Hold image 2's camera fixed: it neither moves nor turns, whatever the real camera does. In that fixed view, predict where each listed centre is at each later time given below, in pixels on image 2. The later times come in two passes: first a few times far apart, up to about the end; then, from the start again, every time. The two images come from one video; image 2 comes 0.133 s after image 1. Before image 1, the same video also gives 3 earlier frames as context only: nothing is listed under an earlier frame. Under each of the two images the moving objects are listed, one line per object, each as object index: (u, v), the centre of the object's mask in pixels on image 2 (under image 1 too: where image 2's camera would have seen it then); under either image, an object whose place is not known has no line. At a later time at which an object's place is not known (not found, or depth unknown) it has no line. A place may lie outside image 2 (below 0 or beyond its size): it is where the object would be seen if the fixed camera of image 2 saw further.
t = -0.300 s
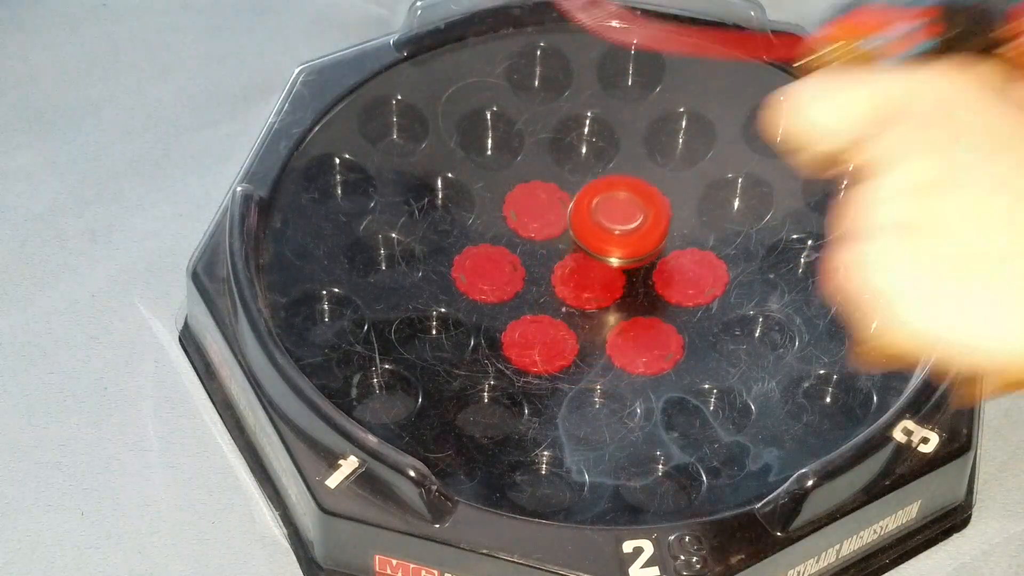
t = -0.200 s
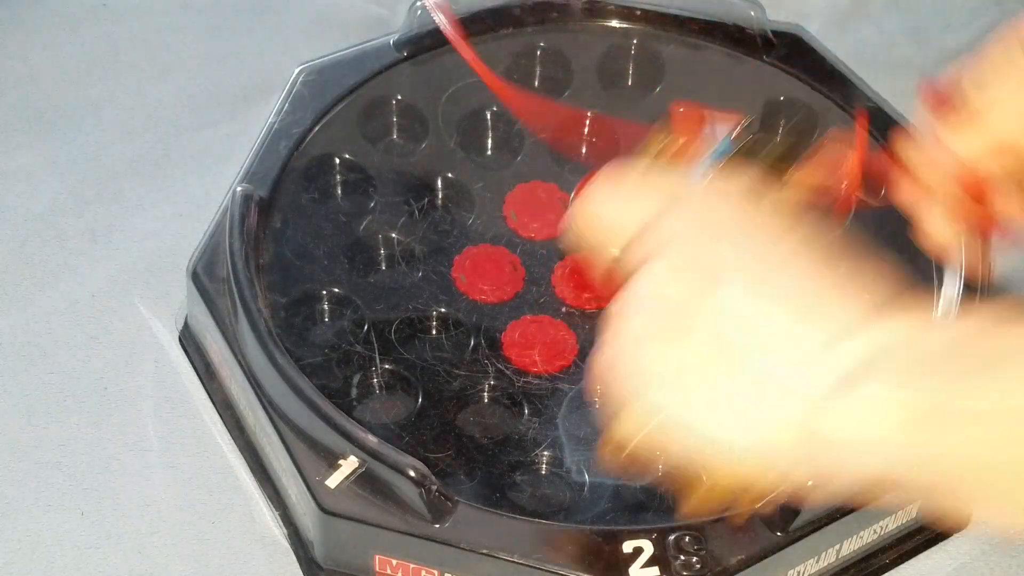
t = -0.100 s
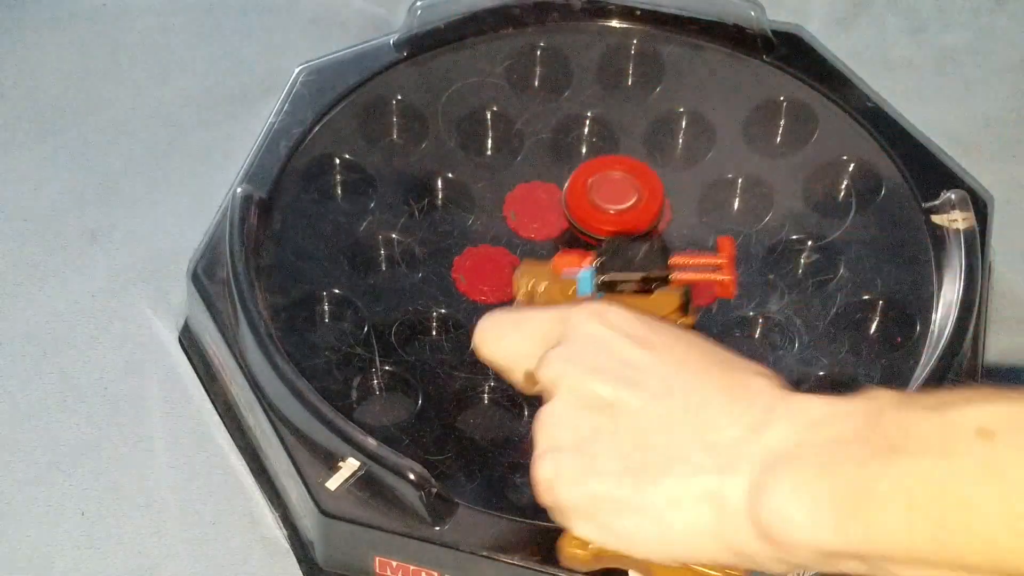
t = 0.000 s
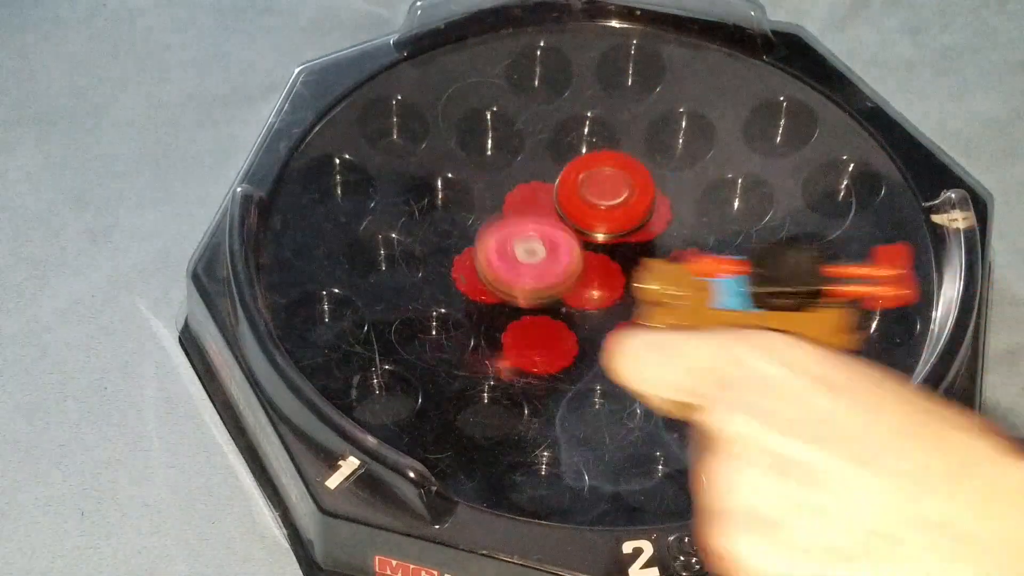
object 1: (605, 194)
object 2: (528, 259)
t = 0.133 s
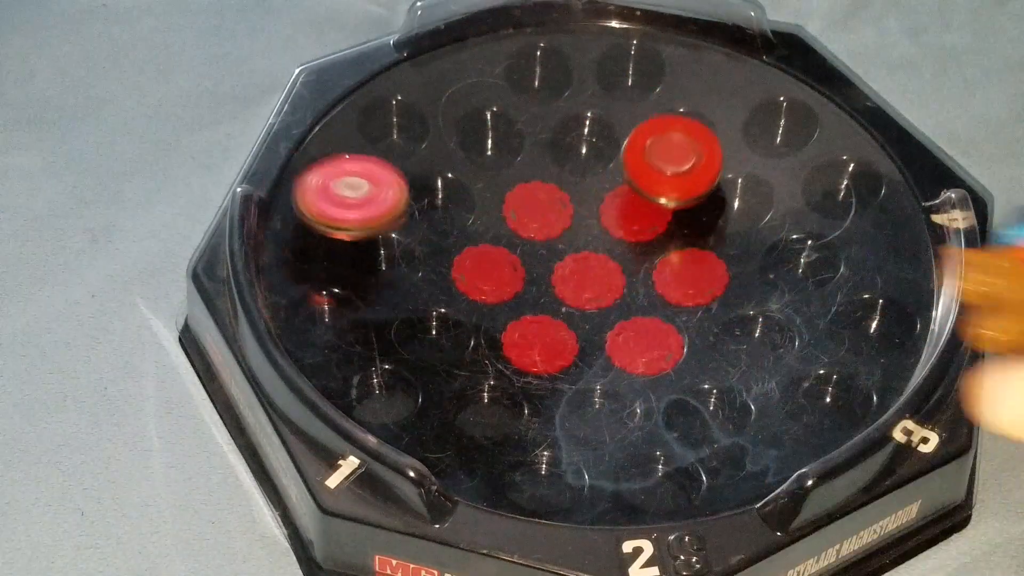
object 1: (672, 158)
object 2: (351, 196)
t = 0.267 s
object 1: (651, 118)
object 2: (325, 208)
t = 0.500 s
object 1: (582, 137)
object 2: (453, 256)
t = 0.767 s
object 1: (707, 71)
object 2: (540, 438)
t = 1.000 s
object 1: (701, 79)
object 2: (781, 380)
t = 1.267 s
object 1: (652, 126)
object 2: (814, 165)
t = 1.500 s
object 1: (643, 203)
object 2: (732, 73)
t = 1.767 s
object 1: (705, 243)
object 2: (676, 53)
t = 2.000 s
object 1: (731, 238)
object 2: (678, 94)
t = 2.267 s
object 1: (692, 341)
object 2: (650, 55)
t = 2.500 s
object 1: (741, 409)
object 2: (534, 70)
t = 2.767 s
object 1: (719, 354)
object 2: (533, 194)
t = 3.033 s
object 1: (664, 313)
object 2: (602, 195)
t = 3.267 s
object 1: (592, 277)
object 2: (617, 182)
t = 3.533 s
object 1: (510, 255)
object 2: (630, 209)
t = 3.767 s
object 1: (480, 250)
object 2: (657, 218)
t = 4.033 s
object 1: (511, 240)
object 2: (667, 219)
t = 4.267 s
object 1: (530, 233)
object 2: (663, 223)
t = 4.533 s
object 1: (539, 194)
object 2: (782, 242)
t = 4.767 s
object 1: (559, 187)
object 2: (806, 225)
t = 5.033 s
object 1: (571, 190)
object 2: (767, 225)
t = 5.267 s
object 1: (607, 204)
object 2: (718, 224)
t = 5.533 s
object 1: (586, 208)
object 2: (782, 254)
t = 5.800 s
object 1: (587, 217)
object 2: (765, 261)
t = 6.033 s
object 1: (589, 237)
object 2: (747, 258)
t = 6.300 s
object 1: (565, 245)
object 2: (745, 259)
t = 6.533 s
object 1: (578, 255)
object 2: (694, 247)
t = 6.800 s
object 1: (536, 255)
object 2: (734, 231)
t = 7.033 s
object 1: (547, 260)
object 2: (670, 212)
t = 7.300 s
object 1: (472, 291)
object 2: (756, 115)
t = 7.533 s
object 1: (527, 336)
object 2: (880, 44)
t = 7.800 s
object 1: (642, 272)
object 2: (929, 100)
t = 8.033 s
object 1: (621, 134)
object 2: (930, 99)
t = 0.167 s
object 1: (673, 149)
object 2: (323, 192)
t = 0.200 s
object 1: (668, 137)
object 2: (313, 193)
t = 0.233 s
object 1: (661, 127)
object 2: (318, 200)
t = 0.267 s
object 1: (651, 118)
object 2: (325, 208)
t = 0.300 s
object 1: (640, 112)
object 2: (336, 216)
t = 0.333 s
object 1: (628, 109)
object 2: (350, 223)
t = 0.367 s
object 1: (617, 109)
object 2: (366, 232)
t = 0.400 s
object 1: (606, 112)
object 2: (385, 239)
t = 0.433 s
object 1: (597, 118)
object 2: (406, 246)
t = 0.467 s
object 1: (588, 126)
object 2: (429, 251)
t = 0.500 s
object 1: (582, 137)
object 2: (453, 256)
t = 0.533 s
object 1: (577, 149)
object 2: (478, 261)
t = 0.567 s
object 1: (573, 162)
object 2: (502, 264)
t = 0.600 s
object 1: (573, 176)
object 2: (526, 265)
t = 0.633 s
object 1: (579, 185)
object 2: (541, 275)
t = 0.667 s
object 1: (618, 151)
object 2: (504, 352)
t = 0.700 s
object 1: (655, 119)
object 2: (473, 418)
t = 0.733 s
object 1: (682, 91)
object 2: (494, 429)
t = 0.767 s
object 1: (707, 71)
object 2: (540, 438)
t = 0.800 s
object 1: (724, 51)
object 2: (588, 461)
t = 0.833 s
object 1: (724, 55)
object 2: (630, 469)
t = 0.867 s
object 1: (720, 60)
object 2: (667, 459)
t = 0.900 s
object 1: (715, 66)
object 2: (698, 445)
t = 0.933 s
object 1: (710, 70)
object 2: (728, 425)
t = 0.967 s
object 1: (706, 74)
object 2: (756, 403)
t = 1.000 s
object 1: (701, 79)
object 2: (781, 380)
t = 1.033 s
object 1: (696, 81)
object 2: (802, 352)
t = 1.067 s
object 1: (691, 85)
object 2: (817, 323)
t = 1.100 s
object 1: (685, 91)
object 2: (826, 295)
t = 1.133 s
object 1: (680, 95)
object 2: (831, 266)
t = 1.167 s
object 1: (673, 103)
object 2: (832, 238)
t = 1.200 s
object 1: (667, 107)
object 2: (830, 212)
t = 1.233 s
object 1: (659, 117)
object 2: (823, 188)
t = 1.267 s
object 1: (652, 126)
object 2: (814, 165)
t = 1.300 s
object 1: (645, 136)
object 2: (803, 145)
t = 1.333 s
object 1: (639, 148)
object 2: (791, 130)
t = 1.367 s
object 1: (636, 161)
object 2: (779, 116)
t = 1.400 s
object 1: (635, 175)
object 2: (767, 104)
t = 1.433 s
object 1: (638, 189)
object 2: (755, 92)
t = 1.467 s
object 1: (641, 197)
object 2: (743, 82)
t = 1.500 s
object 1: (643, 203)
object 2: (732, 73)
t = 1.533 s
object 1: (647, 209)
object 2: (721, 66)
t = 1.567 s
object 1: (651, 216)
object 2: (711, 60)
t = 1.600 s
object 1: (659, 224)
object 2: (701, 56)
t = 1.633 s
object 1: (668, 233)
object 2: (693, 54)
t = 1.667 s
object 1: (679, 238)
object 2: (686, 52)
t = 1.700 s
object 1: (689, 242)
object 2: (681, 51)
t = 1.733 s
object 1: (697, 243)
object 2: (678, 51)
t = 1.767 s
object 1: (705, 243)
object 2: (676, 53)
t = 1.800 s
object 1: (712, 243)
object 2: (675, 55)
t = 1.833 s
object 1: (718, 243)
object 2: (675, 58)
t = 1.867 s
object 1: (723, 243)
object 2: (675, 63)
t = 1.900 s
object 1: (727, 242)
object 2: (676, 69)
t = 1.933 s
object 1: (730, 240)
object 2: (677, 76)
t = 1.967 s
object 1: (732, 239)
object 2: (677, 84)
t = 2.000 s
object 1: (731, 238)
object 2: (678, 94)
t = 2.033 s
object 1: (729, 236)
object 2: (678, 103)
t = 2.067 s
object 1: (725, 235)
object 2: (679, 113)
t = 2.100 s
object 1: (720, 235)
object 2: (681, 125)
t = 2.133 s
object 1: (713, 236)
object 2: (680, 138)
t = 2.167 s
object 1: (705, 238)
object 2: (678, 151)
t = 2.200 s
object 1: (699, 258)
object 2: (672, 151)
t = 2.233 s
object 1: (695, 300)
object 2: (661, 101)
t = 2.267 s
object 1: (692, 341)
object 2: (650, 55)
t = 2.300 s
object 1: (699, 370)
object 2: (633, 31)
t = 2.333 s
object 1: (715, 395)
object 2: (605, 33)
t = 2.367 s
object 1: (736, 417)
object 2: (582, 37)
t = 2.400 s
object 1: (753, 429)
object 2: (563, 40)
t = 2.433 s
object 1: (749, 419)
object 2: (551, 46)
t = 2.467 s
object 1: (745, 415)
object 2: (541, 57)
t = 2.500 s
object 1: (741, 409)
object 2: (534, 70)
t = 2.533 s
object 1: (739, 402)
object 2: (528, 84)
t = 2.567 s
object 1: (737, 396)
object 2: (525, 98)
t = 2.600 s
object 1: (734, 390)
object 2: (522, 113)
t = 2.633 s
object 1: (732, 384)
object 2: (519, 129)
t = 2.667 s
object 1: (730, 378)
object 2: (519, 145)
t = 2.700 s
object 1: (726, 370)
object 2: (520, 162)
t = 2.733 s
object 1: (722, 362)
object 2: (525, 179)
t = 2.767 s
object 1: (719, 354)
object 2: (533, 194)
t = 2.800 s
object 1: (714, 346)
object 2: (541, 208)
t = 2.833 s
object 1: (707, 336)
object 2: (554, 222)
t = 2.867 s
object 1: (698, 328)
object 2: (569, 235)
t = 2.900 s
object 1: (688, 319)
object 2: (586, 246)
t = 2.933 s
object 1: (677, 312)
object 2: (600, 251)
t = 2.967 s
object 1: (674, 315)
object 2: (601, 233)
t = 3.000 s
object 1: (670, 316)
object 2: (600, 211)
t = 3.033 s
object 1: (664, 313)
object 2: (602, 195)
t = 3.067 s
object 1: (654, 308)
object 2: (605, 183)
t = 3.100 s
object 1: (642, 302)
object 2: (609, 176)
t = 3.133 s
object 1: (629, 295)
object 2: (612, 175)
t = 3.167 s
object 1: (620, 289)
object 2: (614, 175)
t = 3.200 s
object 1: (613, 286)
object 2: (616, 177)
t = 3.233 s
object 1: (603, 282)
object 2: (616, 179)
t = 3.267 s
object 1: (592, 277)
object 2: (617, 182)
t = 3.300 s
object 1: (582, 273)
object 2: (617, 185)
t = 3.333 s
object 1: (571, 269)
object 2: (618, 188)
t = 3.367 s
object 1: (560, 266)
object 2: (619, 192)
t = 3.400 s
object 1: (549, 263)
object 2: (620, 197)
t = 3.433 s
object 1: (539, 259)
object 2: (621, 200)
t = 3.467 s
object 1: (529, 257)
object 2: (624, 203)
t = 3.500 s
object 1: (519, 256)
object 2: (627, 206)
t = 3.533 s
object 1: (510, 255)
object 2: (630, 209)
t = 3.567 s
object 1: (500, 254)
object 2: (634, 211)
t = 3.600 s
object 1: (491, 252)
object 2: (638, 213)
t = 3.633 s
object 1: (485, 250)
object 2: (643, 214)
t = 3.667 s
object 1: (481, 249)
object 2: (647, 216)
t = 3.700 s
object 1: (479, 249)
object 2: (651, 217)
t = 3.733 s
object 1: (479, 249)
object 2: (655, 218)
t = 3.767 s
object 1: (480, 250)
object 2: (657, 218)
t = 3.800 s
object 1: (482, 251)
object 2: (659, 218)
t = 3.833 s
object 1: (487, 252)
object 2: (661, 218)
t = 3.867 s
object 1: (492, 252)
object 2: (665, 218)
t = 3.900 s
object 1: (497, 249)
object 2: (666, 218)
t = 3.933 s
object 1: (501, 246)
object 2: (667, 218)
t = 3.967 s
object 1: (505, 243)
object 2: (667, 218)
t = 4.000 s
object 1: (508, 242)
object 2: (667, 218)
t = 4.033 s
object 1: (511, 240)
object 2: (667, 219)
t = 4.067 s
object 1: (514, 238)
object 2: (667, 219)
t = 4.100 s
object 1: (516, 237)
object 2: (666, 219)
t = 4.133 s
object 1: (519, 236)
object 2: (666, 220)
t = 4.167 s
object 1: (521, 236)
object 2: (665, 220)
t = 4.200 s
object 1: (523, 235)
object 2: (664, 221)
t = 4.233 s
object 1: (526, 234)
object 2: (663, 222)
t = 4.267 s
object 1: (530, 233)
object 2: (663, 223)
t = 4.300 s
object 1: (534, 231)
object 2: (662, 224)
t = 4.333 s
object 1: (540, 230)
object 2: (661, 224)
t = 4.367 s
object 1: (546, 227)
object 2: (660, 225)
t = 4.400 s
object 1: (554, 224)
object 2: (659, 226)
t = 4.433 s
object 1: (559, 220)
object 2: (673, 228)
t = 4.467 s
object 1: (545, 210)
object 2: (719, 235)
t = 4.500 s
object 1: (539, 201)
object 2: (755, 239)
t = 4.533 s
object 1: (539, 194)
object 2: (782, 242)
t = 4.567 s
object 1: (542, 190)
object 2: (799, 240)
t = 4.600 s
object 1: (545, 188)
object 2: (808, 237)
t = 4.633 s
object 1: (548, 187)
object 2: (811, 233)
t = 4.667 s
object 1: (552, 187)
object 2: (812, 230)
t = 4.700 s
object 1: (555, 186)
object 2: (812, 227)
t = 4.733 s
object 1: (557, 186)
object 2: (810, 226)
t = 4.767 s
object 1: (559, 187)
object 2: (806, 225)
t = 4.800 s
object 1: (560, 186)
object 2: (802, 225)
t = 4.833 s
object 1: (561, 187)
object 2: (797, 225)
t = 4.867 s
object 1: (563, 186)
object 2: (792, 225)
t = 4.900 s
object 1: (565, 187)
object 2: (787, 225)
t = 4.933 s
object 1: (566, 187)
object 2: (782, 225)
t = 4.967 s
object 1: (567, 188)
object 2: (777, 225)
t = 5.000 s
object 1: (569, 189)
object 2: (772, 224)
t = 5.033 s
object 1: (571, 190)
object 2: (767, 225)
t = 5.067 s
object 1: (573, 190)
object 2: (762, 224)
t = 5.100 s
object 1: (576, 192)
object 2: (756, 223)
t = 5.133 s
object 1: (581, 193)
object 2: (749, 223)
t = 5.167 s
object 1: (587, 196)
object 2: (740, 222)
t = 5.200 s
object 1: (594, 198)
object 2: (732, 222)
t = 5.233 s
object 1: (601, 201)
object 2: (722, 222)
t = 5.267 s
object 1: (607, 204)
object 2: (718, 224)
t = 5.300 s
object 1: (591, 199)
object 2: (749, 235)
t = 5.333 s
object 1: (578, 195)
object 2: (775, 245)
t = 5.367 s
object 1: (572, 195)
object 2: (790, 252)
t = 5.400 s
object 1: (571, 195)
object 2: (796, 256)
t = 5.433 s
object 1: (572, 197)
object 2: (796, 256)
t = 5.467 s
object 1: (576, 201)
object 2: (793, 256)
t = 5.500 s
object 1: (581, 204)
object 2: (788, 255)
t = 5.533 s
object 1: (586, 208)
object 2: (782, 254)
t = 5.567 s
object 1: (591, 213)
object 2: (774, 252)
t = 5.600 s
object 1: (596, 216)
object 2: (765, 250)
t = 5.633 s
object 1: (601, 219)
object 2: (756, 248)
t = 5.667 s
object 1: (607, 222)
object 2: (745, 247)
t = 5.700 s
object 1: (612, 225)
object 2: (733, 246)
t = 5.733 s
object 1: (615, 226)
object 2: (726, 246)
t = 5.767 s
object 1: (601, 221)
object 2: (746, 254)
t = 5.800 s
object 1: (587, 217)
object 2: (765, 261)
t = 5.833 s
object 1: (581, 216)
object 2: (772, 265)
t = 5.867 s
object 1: (578, 217)
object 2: (772, 265)
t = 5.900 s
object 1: (577, 221)
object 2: (770, 264)
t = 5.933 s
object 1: (579, 225)
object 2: (766, 263)
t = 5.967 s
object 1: (582, 228)
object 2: (761, 262)
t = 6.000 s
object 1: (585, 233)
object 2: (755, 260)
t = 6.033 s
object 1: (589, 237)
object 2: (747, 258)
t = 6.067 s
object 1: (591, 241)
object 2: (739, 257)
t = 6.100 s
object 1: (594, 245)
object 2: (729, 256)
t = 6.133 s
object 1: (596, 247)
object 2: (719, 255)
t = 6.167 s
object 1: (597, 248)
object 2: (710, 255)
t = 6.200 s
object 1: (584, 247)
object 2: (726, 257)
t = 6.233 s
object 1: (571, 244)
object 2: (741, 258)
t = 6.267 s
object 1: (566, 244)
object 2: (746, 259)
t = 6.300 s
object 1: (565, 245)
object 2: (745, 259)
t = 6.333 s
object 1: (566, 247)
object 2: (742, 258)
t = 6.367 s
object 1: (567, 249)
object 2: (736, 256)
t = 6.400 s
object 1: (569, 251)
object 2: (729, 255)
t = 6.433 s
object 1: (571, 253)
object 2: (722, 253)
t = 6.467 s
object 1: (573, 254)
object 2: (713, 251)
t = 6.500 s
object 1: (576, 254)
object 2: (704, 249)
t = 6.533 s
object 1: (578, 255)
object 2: (694, 247)
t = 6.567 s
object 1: (574, 255)
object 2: (700, 246)
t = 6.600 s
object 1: (555, 252)
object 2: (725, 243)
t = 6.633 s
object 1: (545, 251)
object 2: (741, 241)
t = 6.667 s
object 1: (540, 251)
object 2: (747, 240)
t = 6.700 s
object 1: (536, 252)
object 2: (746, 239)
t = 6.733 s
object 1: (535, 252)
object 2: (743, 237)
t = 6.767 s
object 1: (535, 254)
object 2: (739, 235)
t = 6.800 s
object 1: (536, 255)
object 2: (734, 231)
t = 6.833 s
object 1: (537, 257)
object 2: (727, 228)
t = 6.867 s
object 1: (538, 258)
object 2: (718, 225)
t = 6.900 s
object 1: (539, 258)
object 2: (708, 222)
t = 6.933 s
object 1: (541, 259)
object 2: (699, 219)
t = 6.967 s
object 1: (543, 259)
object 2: (689, 217)
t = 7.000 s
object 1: (545, 260)
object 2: (680, 214)
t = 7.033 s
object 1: (547, 260)
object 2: (670, 212)
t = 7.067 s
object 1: (550, 259)
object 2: (660, 211)
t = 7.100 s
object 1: (554, 258)
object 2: (652, 209)
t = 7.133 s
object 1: (557, 257)
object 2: (642, 208)
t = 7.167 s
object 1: (558, 257)
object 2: (637, 205)
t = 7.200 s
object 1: (558, 257)
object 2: (634, 202)
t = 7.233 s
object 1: (546, 261)
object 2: (647, 192)
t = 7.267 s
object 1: (499, 280)
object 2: (708, 150)
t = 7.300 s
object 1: (472, 291)
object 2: (756, 115)
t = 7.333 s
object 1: (453, 299)
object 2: (798, 87)
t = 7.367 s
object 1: (451, 304)
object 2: (830, 64)
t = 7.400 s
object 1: (459, 311)
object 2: (842, 56)
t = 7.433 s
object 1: (474, 319)
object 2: (851, 54)
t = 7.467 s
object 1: (491, 328)
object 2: (860, 49)
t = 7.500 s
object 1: (509, 335)
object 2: (870, 45)
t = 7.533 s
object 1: (527, 336)
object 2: (880, 44)
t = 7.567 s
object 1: (539, 336)
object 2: (892, 54)
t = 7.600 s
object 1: (550, 335)
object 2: (911, 60)
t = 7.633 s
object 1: (565, 328)
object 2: (926, 80)
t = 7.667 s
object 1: (580, 321)
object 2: (937, 101)
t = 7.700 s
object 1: (597, 313)
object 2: (937, 90)
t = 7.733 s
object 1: (612, 305)
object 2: (935, 87)
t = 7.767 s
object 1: (628, 291)
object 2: (931, 96)
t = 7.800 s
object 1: (642, 272)
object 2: (929, 100)
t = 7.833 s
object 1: (652, 255)
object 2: (930, 97)
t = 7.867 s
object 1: (655, 234)
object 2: (931, 99)
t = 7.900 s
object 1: (656, 213)
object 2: (930, 99)
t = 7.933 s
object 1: (653, 190)
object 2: (930, 99)
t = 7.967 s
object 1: (643, 170)
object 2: (930, 99)
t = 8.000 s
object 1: (633, 148)
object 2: (930, 99)
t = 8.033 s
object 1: (621, 134)
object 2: (930, 99)
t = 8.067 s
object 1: (608, 122)
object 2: (930, 99)
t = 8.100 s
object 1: (596, 112)
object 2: (930, 99)
